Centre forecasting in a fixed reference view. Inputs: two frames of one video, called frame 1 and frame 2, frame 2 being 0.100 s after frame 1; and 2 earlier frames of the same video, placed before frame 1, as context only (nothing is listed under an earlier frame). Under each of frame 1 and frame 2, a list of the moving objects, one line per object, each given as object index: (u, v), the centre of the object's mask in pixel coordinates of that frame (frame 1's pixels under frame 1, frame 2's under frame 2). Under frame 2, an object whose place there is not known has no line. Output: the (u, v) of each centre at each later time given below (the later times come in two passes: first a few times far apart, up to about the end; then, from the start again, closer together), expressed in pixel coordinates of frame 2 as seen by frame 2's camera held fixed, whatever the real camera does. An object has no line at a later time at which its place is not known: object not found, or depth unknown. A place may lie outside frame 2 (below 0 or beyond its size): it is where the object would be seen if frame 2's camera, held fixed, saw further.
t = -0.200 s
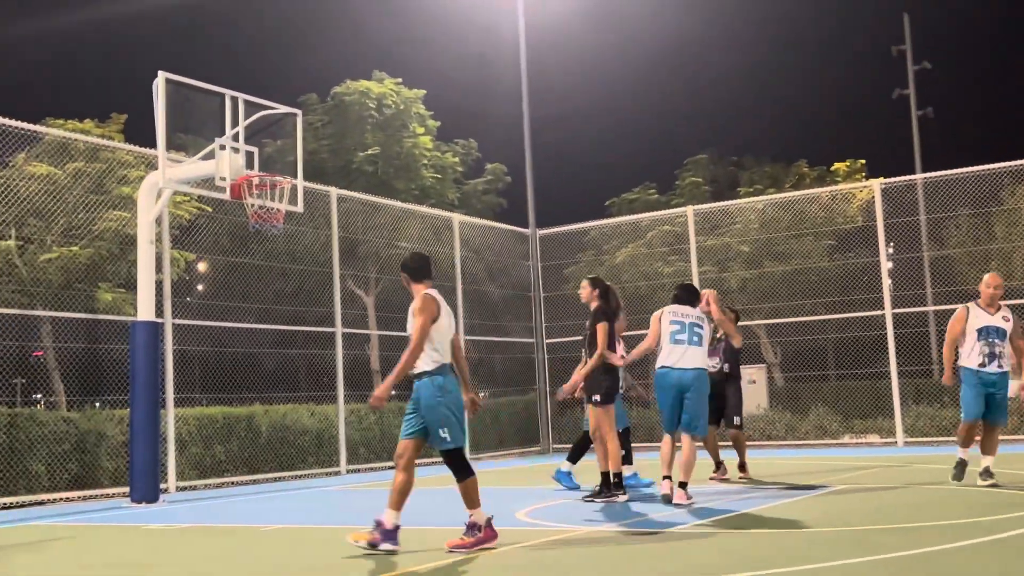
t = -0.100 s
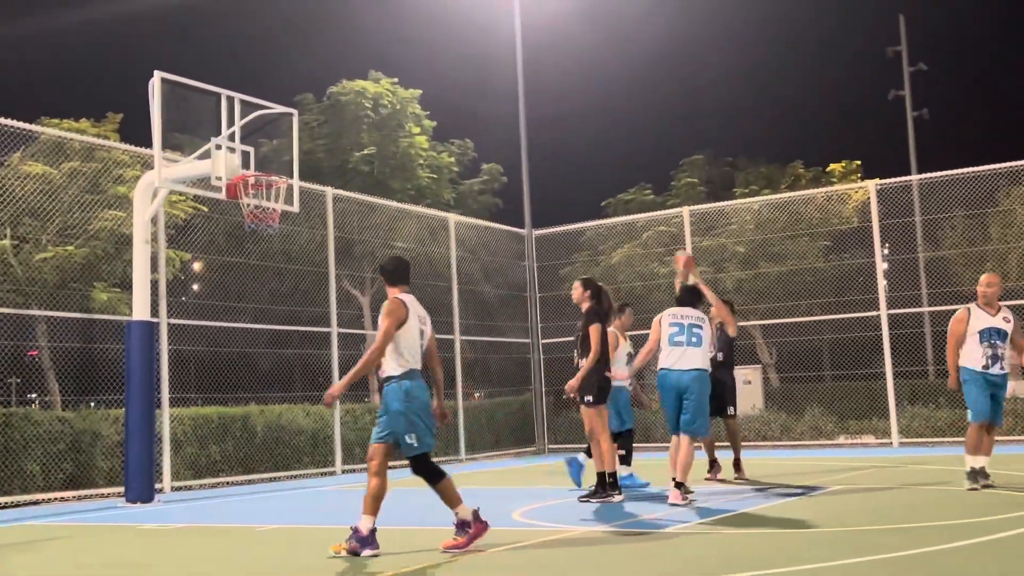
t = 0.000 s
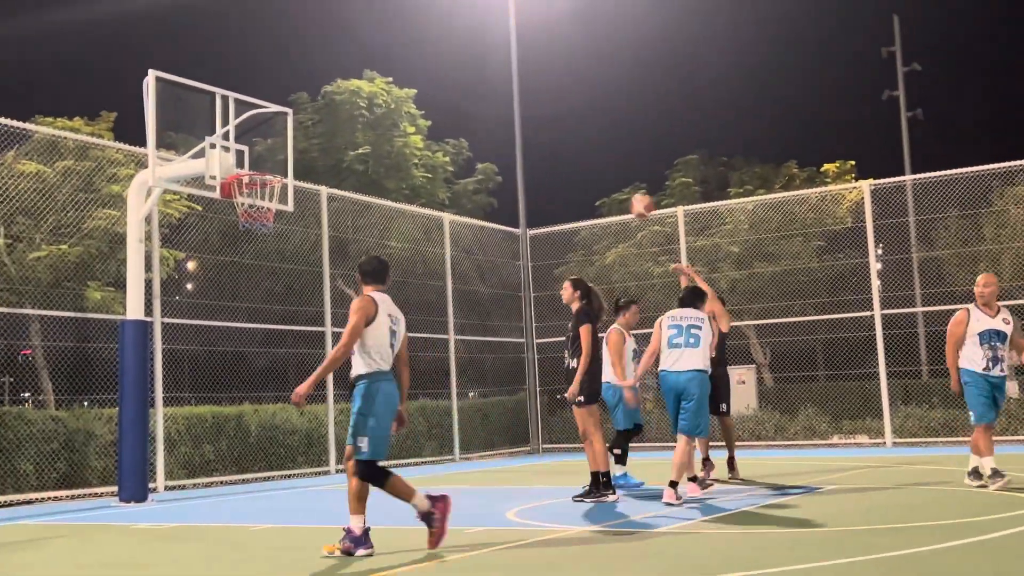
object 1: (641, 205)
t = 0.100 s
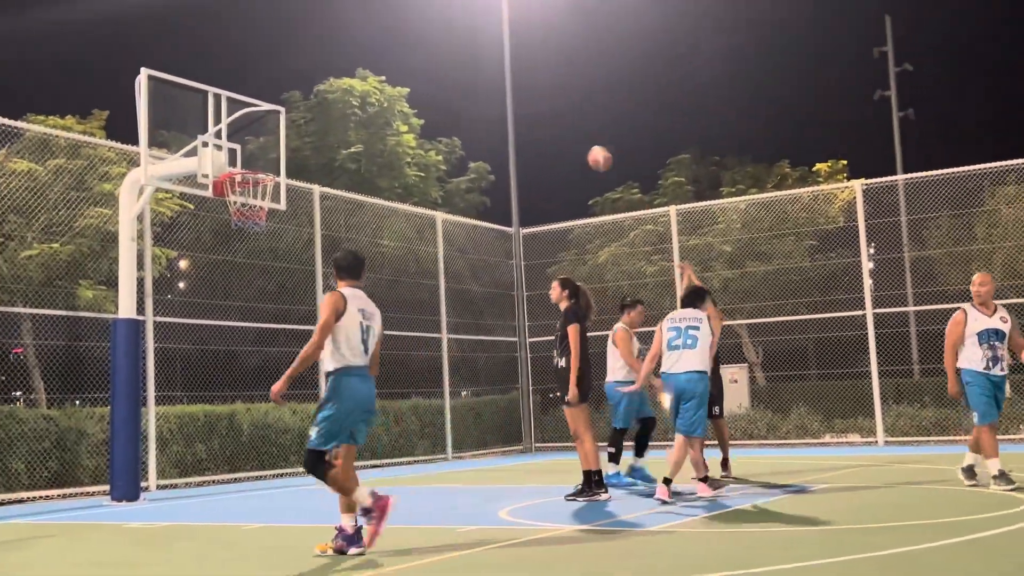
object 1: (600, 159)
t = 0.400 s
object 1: (497, 72)
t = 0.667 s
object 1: (411, 64)
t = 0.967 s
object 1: (313, 139)
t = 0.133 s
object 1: (588, 145)
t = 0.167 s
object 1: (576, 132)
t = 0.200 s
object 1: (565, 121)
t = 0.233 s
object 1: (554, 111)
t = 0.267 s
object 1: (542, 101)
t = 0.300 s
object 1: (532, 92)
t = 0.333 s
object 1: (520, 85)
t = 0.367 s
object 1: (509, 78)
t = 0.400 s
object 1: (497, 72)
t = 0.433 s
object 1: (487, 68)
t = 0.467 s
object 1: (476, 64)
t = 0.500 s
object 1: (465, 61)
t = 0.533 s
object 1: (453, 59)
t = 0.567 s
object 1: (443, 59)
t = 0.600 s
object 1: (432, 60)
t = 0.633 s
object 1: (421, 61)
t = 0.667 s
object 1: (411, 64)
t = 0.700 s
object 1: (400, 68)
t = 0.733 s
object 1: (389, 72)
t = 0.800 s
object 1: (369, 84)
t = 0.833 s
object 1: (356, 95)
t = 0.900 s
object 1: (335, 113)
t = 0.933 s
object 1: (325, 126)
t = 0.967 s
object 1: (313, 139)
